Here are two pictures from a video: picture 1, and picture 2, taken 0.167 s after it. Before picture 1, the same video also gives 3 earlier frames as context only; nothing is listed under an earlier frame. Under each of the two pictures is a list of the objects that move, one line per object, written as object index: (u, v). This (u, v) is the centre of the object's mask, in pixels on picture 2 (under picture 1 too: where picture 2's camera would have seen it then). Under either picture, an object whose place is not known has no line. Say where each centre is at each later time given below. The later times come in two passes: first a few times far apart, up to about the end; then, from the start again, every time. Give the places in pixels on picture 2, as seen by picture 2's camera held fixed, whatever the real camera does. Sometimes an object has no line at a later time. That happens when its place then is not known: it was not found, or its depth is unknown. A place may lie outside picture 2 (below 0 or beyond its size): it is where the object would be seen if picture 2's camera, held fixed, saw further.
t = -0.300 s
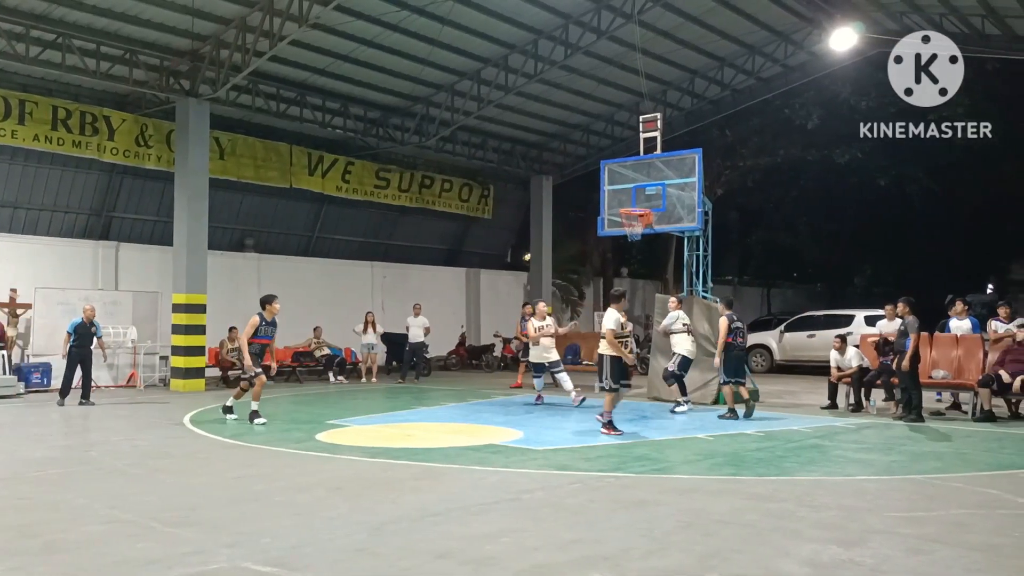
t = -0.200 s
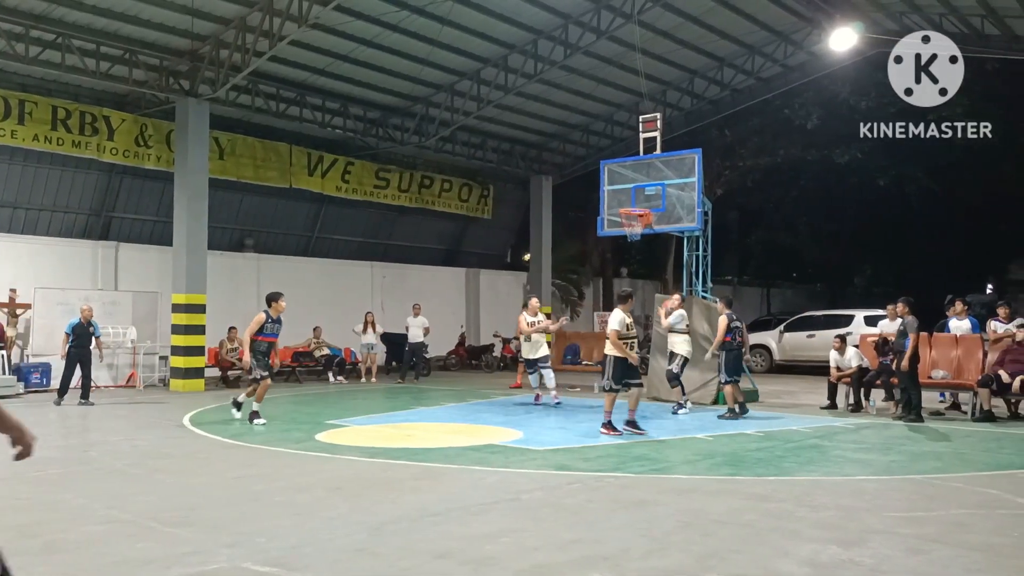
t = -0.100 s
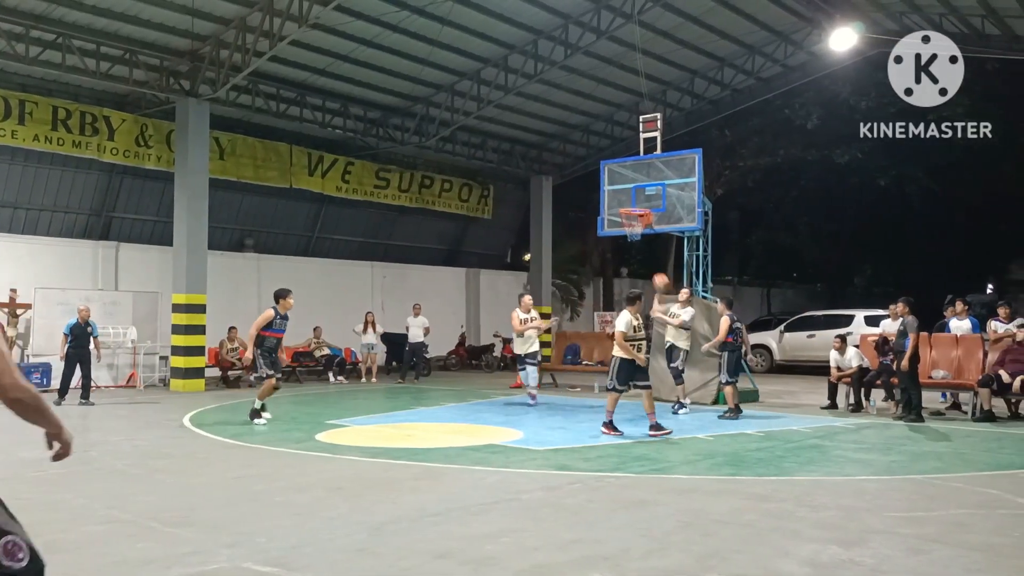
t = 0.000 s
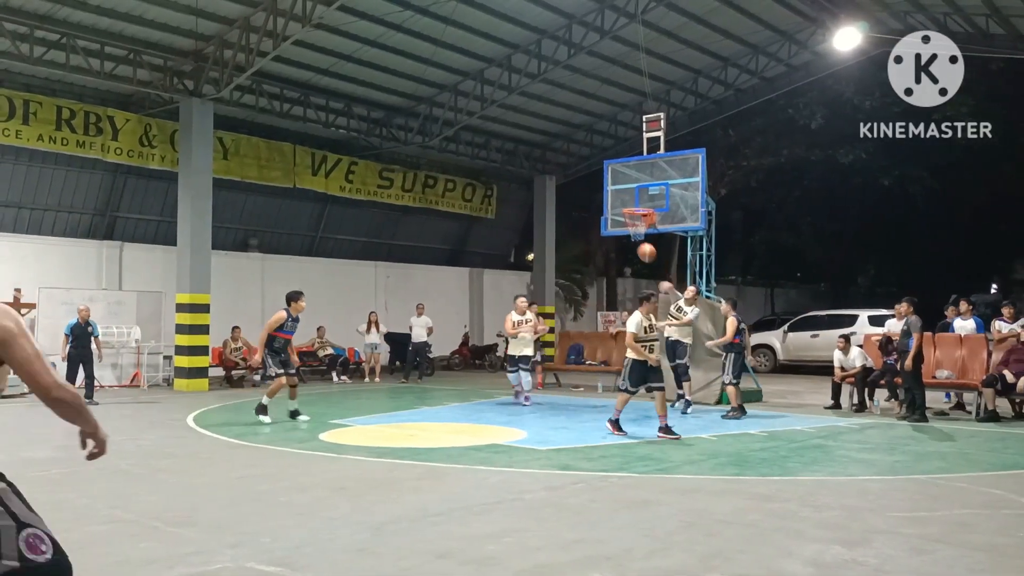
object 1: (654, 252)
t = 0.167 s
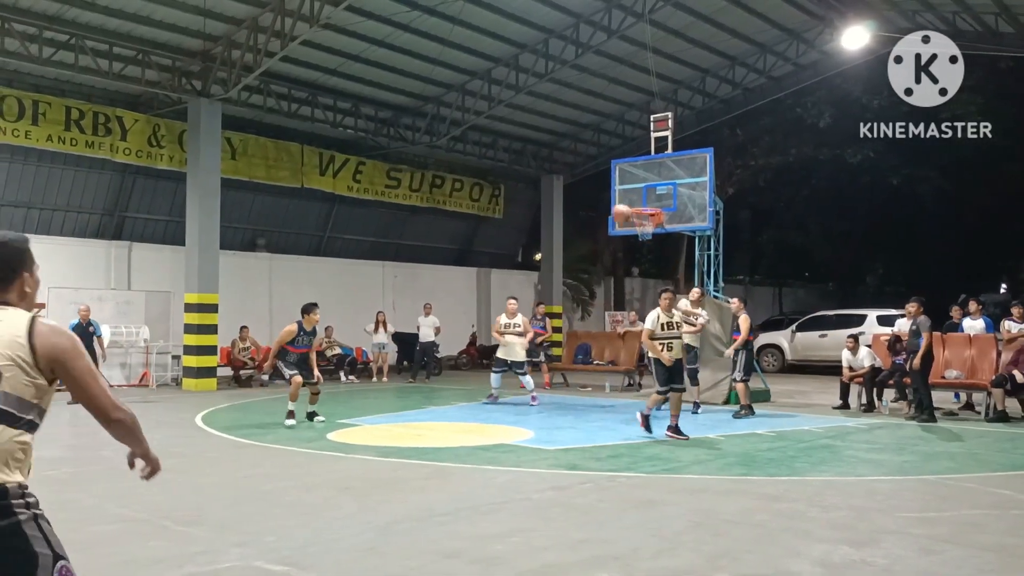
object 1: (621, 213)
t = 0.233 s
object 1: (605, 202)
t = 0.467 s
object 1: (534, 177)
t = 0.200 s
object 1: (613, 207)
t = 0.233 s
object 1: (605, 202)
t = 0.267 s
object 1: (597, 197)
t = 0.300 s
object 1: (588, 191)
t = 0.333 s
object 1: (579, 187)
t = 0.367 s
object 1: (569, 183)
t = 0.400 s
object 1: (558, 180)
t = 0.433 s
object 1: (546, 178)
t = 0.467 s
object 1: (534, 177)
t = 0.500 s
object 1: (520, 177)
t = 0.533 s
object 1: (506, 178)
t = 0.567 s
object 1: (490, 180)
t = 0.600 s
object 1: (472, 184)
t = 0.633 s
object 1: (453, 189)
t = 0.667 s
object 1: (433, 198)
